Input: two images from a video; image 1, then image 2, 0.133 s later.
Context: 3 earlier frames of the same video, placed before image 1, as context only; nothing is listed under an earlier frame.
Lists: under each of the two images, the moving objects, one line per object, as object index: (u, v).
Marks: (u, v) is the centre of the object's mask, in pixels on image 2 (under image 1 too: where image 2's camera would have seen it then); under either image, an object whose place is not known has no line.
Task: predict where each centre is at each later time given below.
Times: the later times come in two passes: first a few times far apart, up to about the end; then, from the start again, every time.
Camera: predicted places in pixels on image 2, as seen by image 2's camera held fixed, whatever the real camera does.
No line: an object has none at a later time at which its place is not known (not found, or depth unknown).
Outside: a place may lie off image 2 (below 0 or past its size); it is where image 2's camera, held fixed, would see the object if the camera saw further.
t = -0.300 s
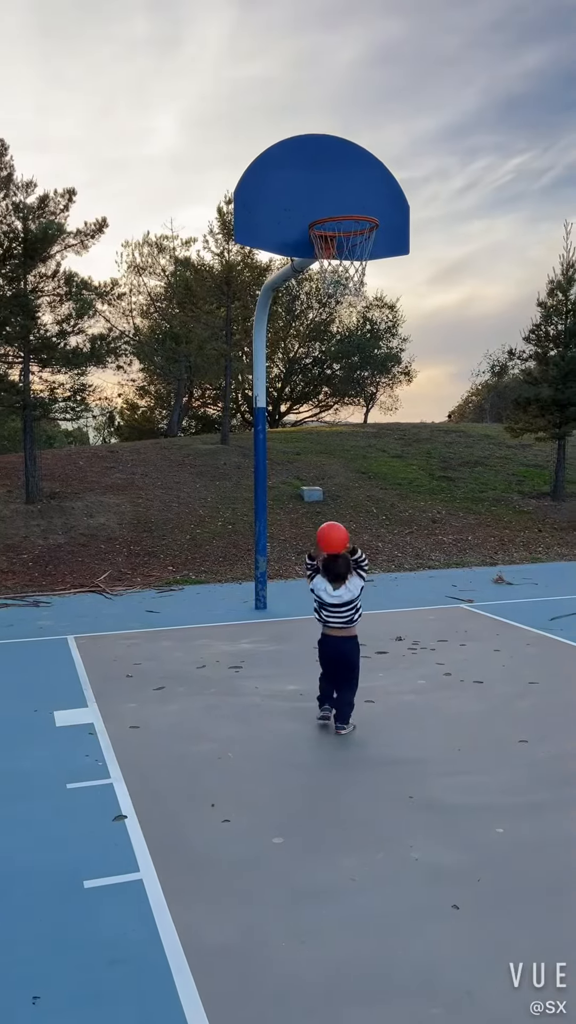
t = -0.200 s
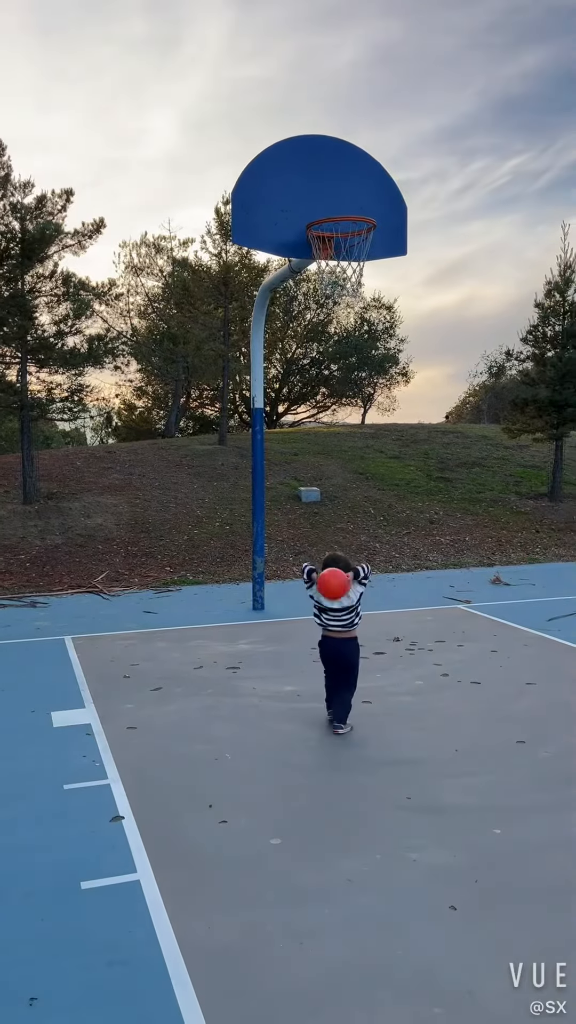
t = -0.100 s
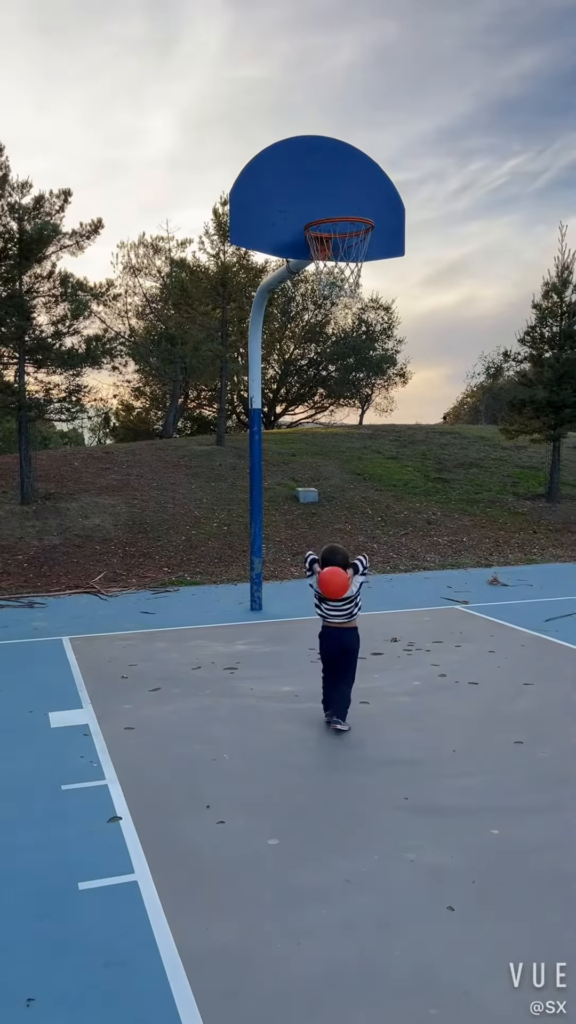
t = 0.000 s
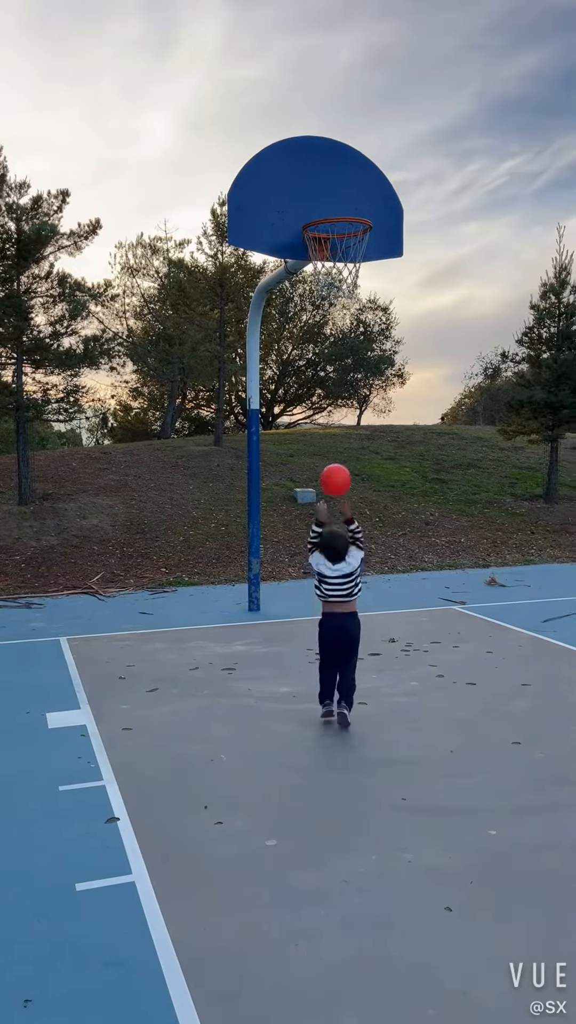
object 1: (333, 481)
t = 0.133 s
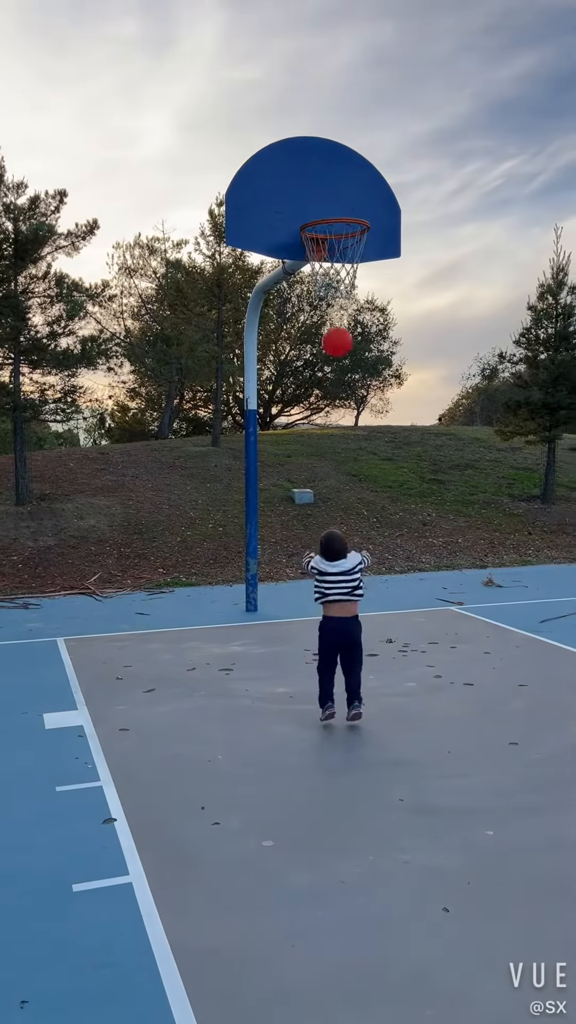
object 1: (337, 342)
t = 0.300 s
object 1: (339, 235)
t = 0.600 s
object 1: (339, 187)
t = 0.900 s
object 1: (336, 262)
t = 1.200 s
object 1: (324, 389)
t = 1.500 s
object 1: (309, 622)
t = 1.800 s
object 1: (286, 498)
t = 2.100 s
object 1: (259, 423)
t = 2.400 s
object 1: (231, 482)
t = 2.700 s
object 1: (204, 679)
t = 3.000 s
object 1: (155, 557)
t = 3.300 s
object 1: (103, 546)
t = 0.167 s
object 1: (337, 315)
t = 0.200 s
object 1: (338, 291)
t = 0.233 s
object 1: (339, 270)
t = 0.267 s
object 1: (339, 251)
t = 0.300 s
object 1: (339, 235)
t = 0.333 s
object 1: (339, 221)
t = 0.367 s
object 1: (339, 210)
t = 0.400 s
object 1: (339, 201)
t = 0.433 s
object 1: (339, 194)
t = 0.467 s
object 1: (339, 189)
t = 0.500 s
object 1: (339, 186)
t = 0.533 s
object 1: (339, 185)
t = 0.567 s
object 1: (339, 185)
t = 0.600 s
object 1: (339, 187)
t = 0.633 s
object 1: (339, 190)
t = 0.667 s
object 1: (339, 195)
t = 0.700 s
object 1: (340, 202)
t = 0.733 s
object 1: (340, 208)
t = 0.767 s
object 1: (340, 220)
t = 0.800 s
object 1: (339, 231)
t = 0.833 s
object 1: (340, 243)
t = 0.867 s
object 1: (338, 252)
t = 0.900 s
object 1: (336, 262)
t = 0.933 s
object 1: (335, 272)
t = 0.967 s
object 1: (334, 281)
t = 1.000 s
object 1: (333, 294)
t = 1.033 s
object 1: (331, 306)
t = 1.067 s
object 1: (329, 319)
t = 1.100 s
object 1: (328, 335)
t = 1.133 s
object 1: (327, 352)
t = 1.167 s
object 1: (325, 370)
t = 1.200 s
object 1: (324, 389)
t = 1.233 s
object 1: (323, 411)
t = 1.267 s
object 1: (321, 434)
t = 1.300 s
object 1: (319, 457)
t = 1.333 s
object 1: (318, 481)
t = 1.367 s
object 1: (317, 507)
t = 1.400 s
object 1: (315, 534)
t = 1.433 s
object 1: (313, 563)
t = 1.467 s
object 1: (312, 591)
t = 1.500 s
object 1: (309, 622)
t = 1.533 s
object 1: (308, 654)
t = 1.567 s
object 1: (305, 639)
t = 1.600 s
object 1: (304, 614)
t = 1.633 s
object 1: (301, 592)
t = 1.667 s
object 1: (298, 570)
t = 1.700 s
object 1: (296, 550)
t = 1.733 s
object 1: (293, 531)
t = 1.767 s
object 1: (290, 513)
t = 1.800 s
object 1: (286, 498)
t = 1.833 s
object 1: (284, 483)
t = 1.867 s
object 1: (281, 470)
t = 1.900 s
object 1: (278, 459)
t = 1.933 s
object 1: (275, 449)
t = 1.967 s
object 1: (272, 440)
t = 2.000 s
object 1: (268, 434)
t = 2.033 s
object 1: (265, 429)
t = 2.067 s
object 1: (262, 425)
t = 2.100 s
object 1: (259, 423)
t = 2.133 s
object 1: (256, 423)
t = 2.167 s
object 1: (252, 424)
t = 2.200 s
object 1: (249, 428)
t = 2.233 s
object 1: (246, 432)
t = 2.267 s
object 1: (243, 439)
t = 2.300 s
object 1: (240, 447)
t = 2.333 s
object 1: (236, 457)
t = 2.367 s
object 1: (233, 469)
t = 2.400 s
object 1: (231, 482)
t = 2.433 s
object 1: (227, 498)
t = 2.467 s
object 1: (224, 515)
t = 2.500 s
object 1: (222, 534)
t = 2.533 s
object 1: (219, 554)
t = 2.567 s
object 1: (216, 576)
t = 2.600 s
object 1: (213, 599)
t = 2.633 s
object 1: (210, 624)
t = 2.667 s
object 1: (207, 650)
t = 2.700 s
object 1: (204, 679)
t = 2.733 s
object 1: (200, 689)
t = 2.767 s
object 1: (194, 667)
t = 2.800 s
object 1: (189, 645)
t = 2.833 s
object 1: (183, 626)
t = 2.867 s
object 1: (177, 609)
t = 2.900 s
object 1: (172, 593)
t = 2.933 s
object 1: (166, 579)
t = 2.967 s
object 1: (161, 567)
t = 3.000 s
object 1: (155, 557)
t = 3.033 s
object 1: (149, 549)
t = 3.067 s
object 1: (143, 542)
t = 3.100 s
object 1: (138, 538)
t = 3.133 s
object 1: (132, 535)
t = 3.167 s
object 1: (127, 533)
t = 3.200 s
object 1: (122, 535)
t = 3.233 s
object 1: (117, 537)
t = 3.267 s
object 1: (110, 540)
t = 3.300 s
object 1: (103, 546)
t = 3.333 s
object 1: (98, 554)
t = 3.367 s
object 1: (92, 563)
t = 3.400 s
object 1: (87, 575)
